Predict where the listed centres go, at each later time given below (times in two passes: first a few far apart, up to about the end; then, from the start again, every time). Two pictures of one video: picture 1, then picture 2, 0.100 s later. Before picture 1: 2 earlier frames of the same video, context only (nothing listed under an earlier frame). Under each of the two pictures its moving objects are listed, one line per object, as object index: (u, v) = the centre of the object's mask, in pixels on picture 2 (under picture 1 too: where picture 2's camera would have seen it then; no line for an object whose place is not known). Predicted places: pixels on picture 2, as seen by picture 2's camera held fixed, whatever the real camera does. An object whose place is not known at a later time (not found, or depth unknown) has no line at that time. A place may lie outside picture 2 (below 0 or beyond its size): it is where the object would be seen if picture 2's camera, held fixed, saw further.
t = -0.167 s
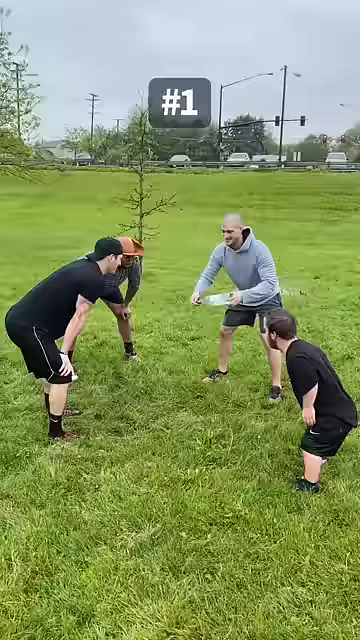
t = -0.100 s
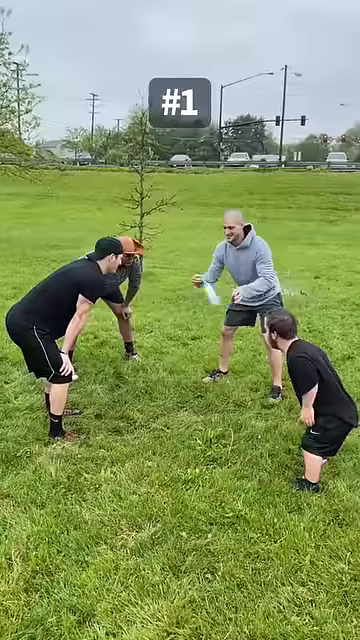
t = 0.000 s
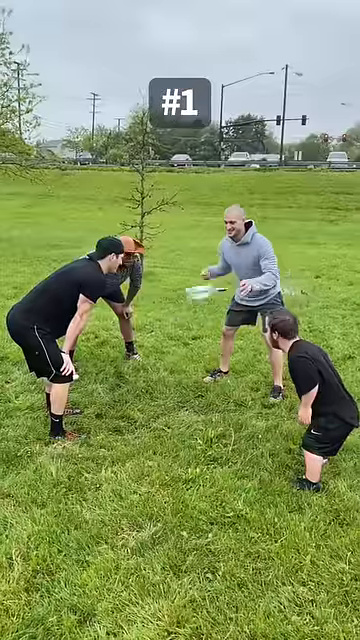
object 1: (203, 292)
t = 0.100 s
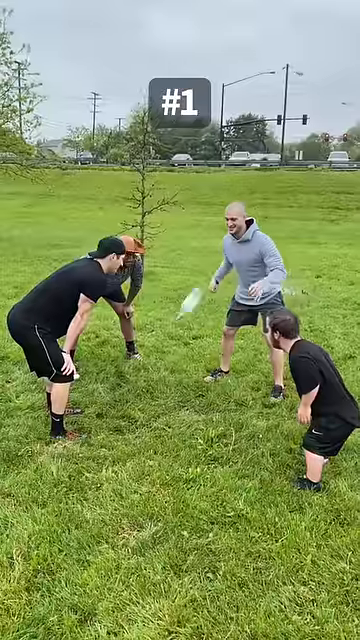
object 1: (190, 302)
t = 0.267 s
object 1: (173, 349)
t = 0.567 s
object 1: (158, 419)
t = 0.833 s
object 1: (158, 420)
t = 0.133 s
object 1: (185, 309)
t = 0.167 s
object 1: (182, 317)
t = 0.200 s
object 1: (180, 328)
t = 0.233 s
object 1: (174, 337)
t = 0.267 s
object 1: (173, 349)
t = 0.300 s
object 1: (167, 364)
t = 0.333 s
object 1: (163, 379)
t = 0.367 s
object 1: (157, 397)
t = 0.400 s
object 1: (152, 415)
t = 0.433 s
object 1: (153, 426)
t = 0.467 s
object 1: (156, 427)
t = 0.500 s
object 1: (158, 424)
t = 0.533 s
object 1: (157, 420)
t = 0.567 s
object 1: (158, 419)
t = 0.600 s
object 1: (160, 418)
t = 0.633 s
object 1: (161, 418)
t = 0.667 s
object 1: (161, 418)
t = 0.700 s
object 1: (161, 418)
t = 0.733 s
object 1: (161, 418)
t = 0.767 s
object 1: (160, 418)
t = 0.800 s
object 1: (159, 419)
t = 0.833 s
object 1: (158, 420)
